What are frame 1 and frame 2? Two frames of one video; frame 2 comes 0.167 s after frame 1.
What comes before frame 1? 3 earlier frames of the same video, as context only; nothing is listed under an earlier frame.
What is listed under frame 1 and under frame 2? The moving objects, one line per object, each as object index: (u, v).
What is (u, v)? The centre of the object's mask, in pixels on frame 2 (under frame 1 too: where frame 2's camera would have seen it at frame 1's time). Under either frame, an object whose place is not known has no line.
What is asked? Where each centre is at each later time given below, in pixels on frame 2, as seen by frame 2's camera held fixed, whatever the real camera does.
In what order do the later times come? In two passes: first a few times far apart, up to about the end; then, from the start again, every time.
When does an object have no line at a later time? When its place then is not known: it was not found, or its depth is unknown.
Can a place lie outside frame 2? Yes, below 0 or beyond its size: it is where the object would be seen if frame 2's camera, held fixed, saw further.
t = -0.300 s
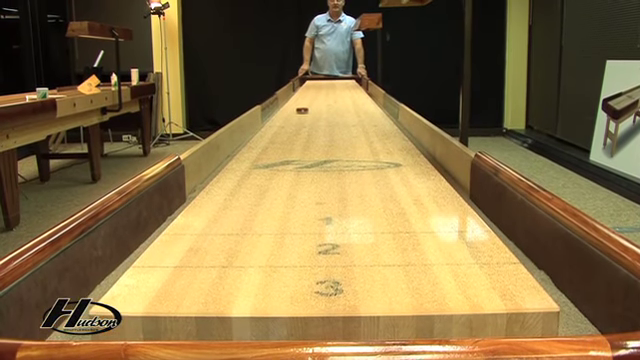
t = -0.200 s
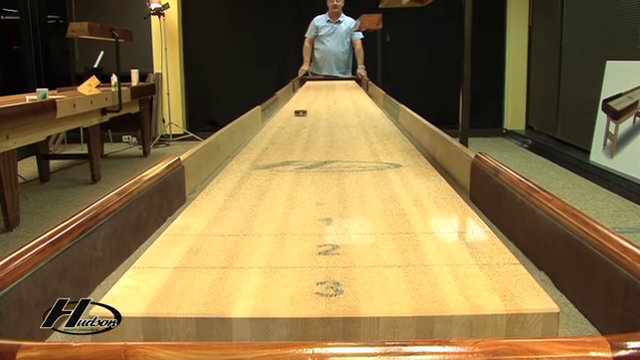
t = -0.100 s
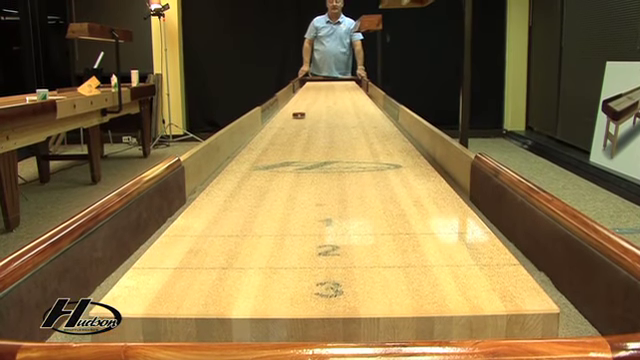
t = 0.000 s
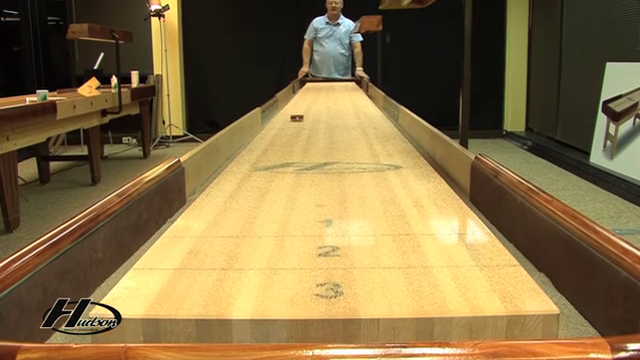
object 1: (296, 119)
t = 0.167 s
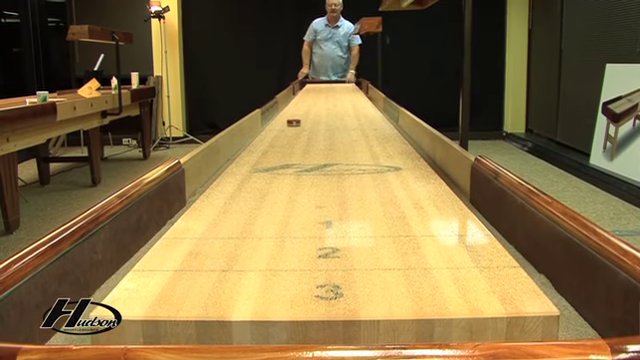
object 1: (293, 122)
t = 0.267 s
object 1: (291, 125)
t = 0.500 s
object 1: (285, 130)
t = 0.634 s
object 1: (282, 133)
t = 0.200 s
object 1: (292, 123)
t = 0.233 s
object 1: (292, 124)
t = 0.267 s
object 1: (291, 125)
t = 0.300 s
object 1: (290, 125)
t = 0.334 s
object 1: (289, 126)
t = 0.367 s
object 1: (289, 127)
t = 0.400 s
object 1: (288, 128)
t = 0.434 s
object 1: (287, 128)
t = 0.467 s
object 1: (286, 129)
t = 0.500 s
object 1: (285, 130)
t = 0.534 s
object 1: (285, 131)
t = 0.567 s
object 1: (284, 131)
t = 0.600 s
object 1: (283, 132)
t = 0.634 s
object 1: (282, 133)
